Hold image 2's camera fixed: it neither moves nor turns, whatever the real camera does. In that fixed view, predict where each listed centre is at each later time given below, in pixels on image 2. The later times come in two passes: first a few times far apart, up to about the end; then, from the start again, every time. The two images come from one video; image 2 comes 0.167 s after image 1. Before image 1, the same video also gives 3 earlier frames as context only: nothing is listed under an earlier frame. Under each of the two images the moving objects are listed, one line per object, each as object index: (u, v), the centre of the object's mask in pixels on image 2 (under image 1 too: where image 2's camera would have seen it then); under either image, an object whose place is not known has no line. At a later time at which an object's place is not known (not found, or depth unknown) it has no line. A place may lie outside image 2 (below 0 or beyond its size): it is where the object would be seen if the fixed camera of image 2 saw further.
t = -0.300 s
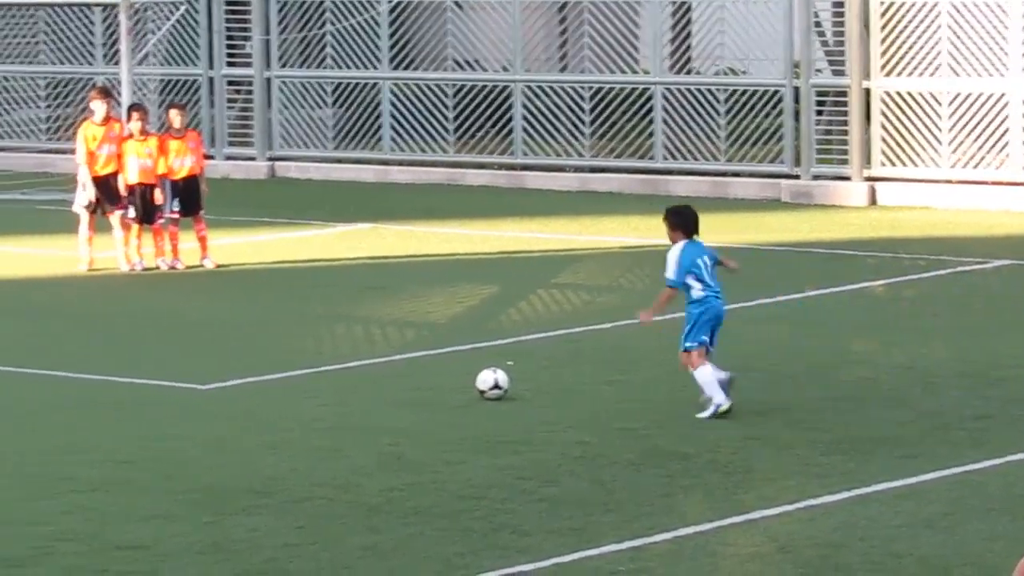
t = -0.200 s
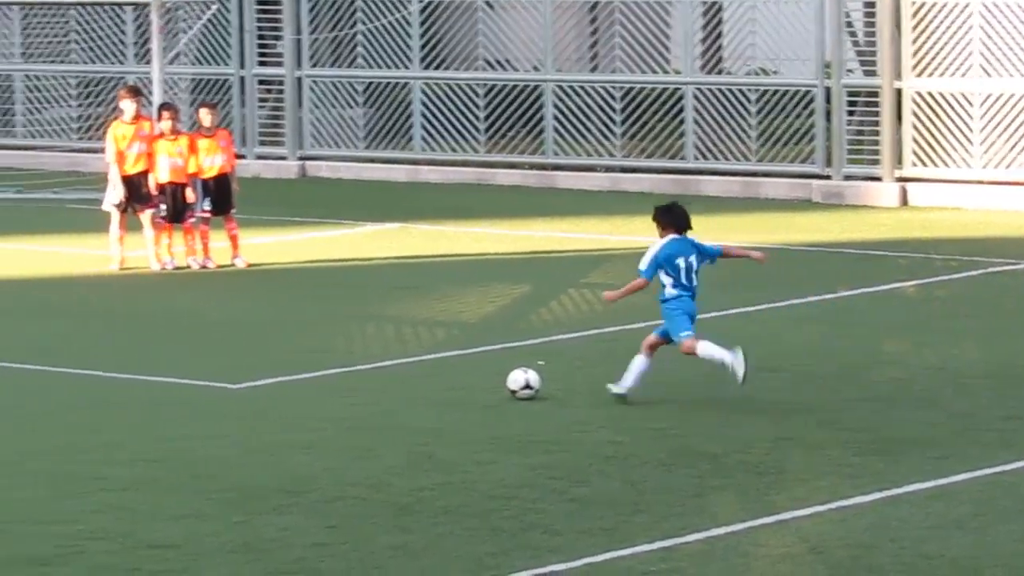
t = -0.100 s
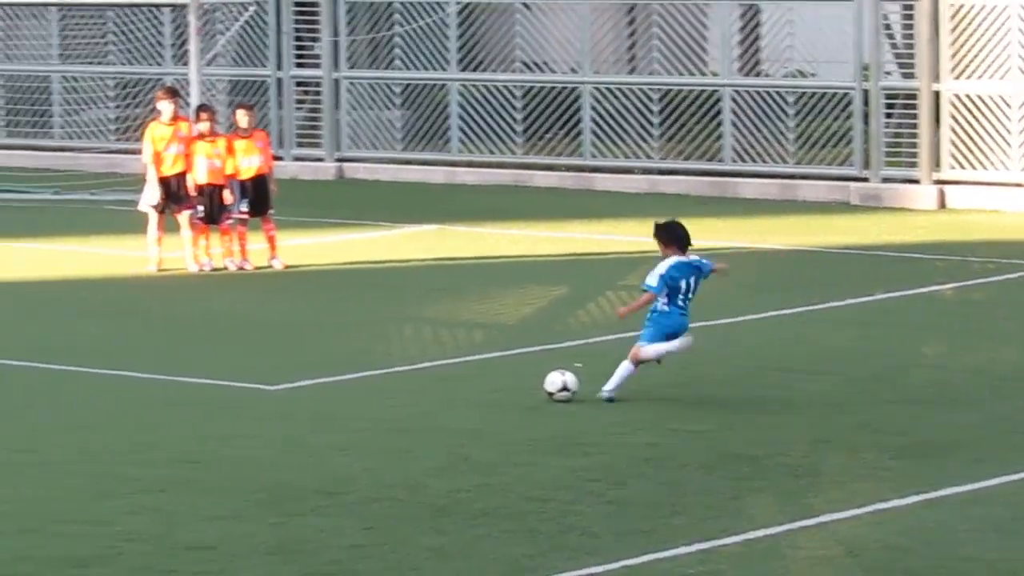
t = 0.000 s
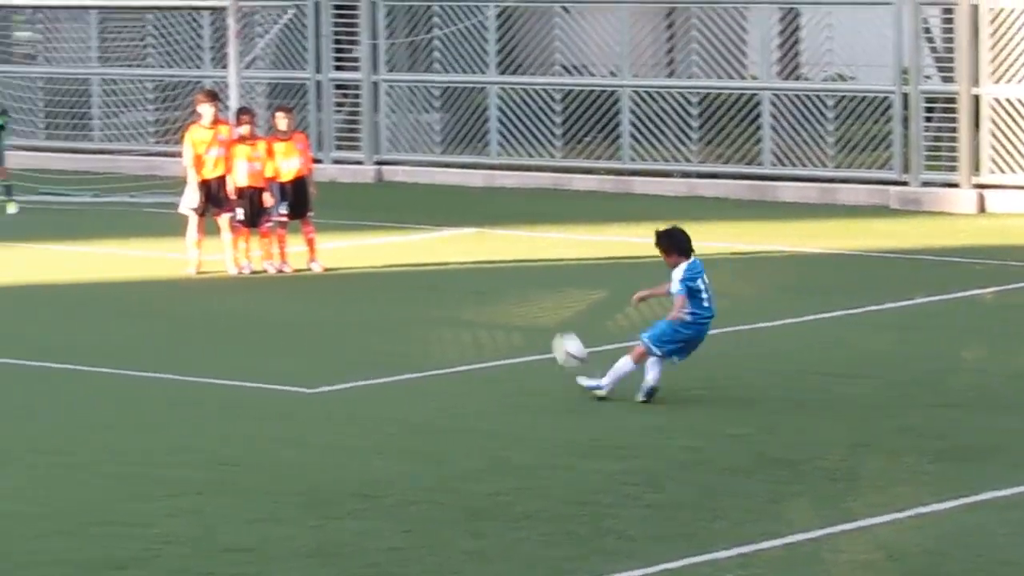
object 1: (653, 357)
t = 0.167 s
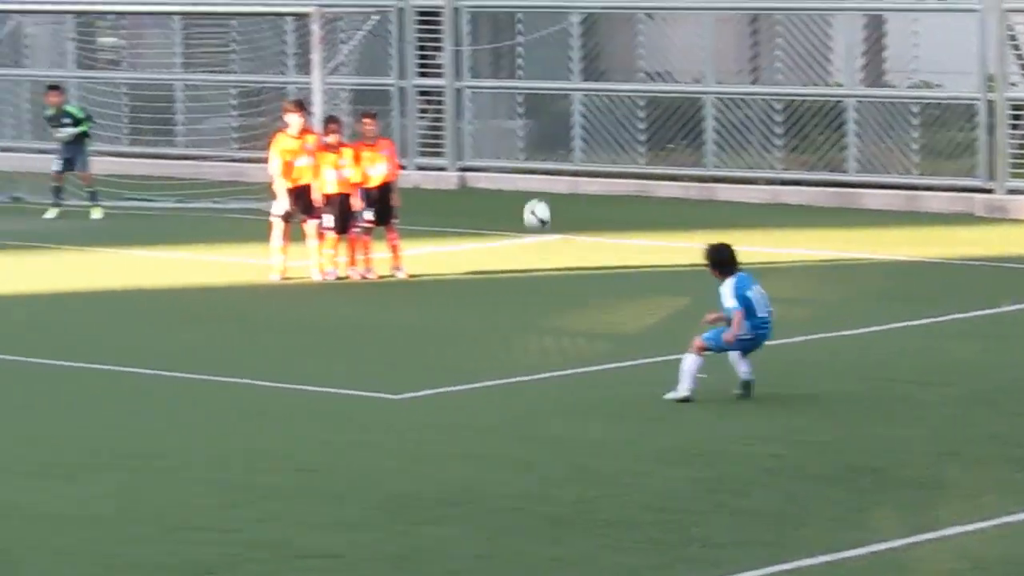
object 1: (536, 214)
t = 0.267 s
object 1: (486, 156)
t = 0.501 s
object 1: (406, 78)
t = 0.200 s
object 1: (519, 194)
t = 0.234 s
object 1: (502, 172)
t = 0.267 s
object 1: (486, 156)
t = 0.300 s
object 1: (472, 140)
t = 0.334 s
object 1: (459, 126)
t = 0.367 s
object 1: (447, 113)
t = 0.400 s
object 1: (434, 103)
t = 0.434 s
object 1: (424, 93)
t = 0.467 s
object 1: (415, 85)
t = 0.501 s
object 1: (406, 78)
